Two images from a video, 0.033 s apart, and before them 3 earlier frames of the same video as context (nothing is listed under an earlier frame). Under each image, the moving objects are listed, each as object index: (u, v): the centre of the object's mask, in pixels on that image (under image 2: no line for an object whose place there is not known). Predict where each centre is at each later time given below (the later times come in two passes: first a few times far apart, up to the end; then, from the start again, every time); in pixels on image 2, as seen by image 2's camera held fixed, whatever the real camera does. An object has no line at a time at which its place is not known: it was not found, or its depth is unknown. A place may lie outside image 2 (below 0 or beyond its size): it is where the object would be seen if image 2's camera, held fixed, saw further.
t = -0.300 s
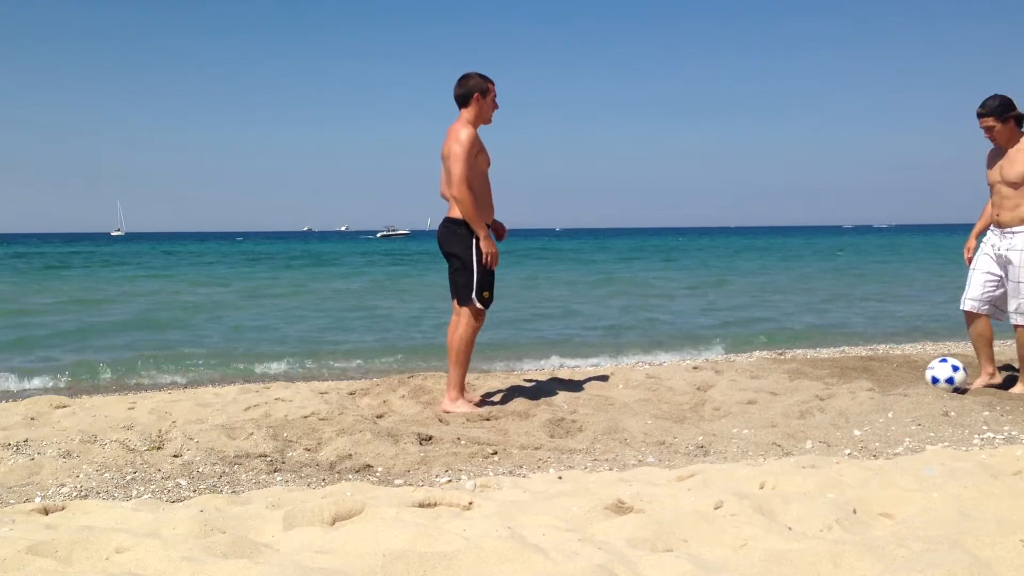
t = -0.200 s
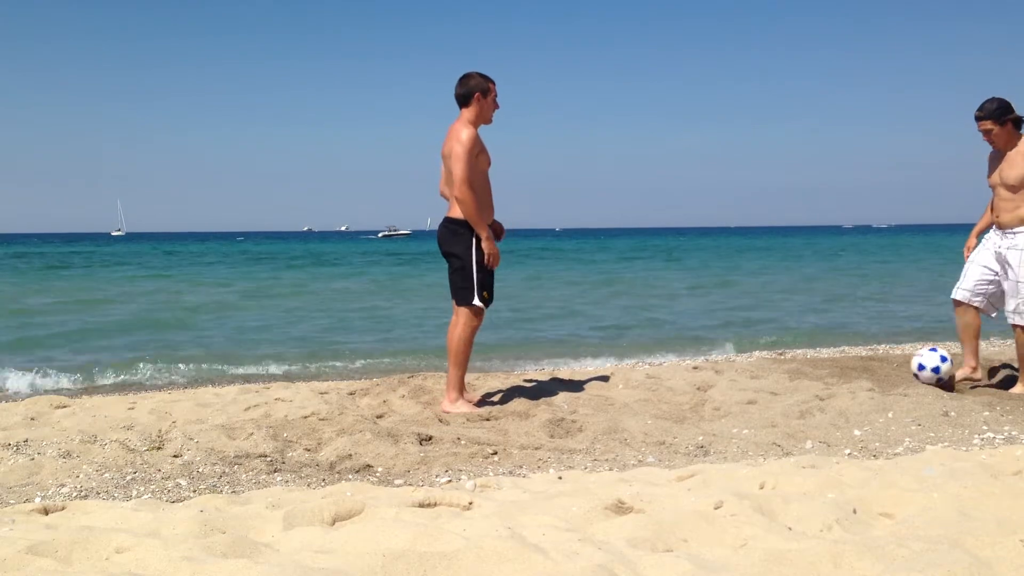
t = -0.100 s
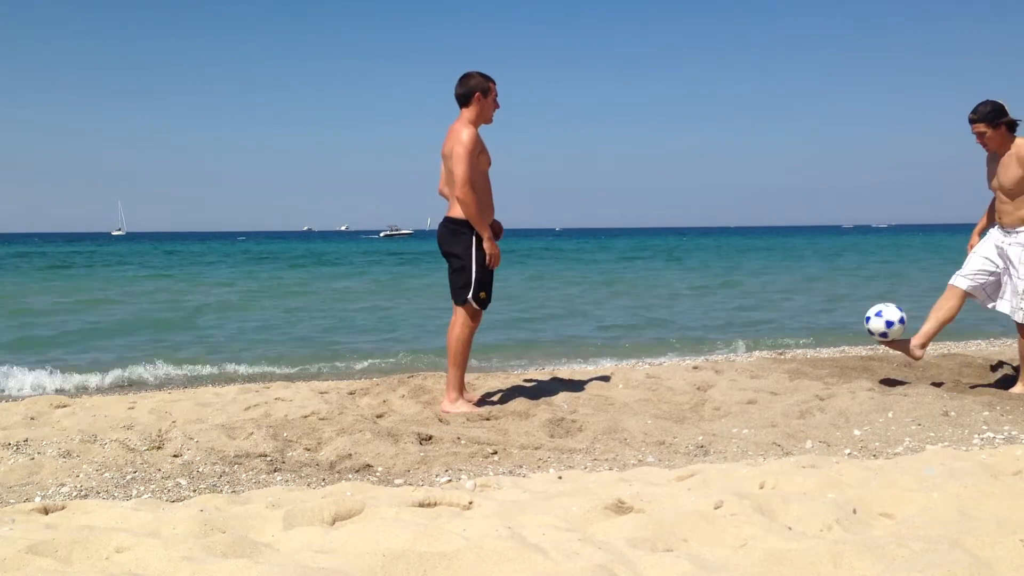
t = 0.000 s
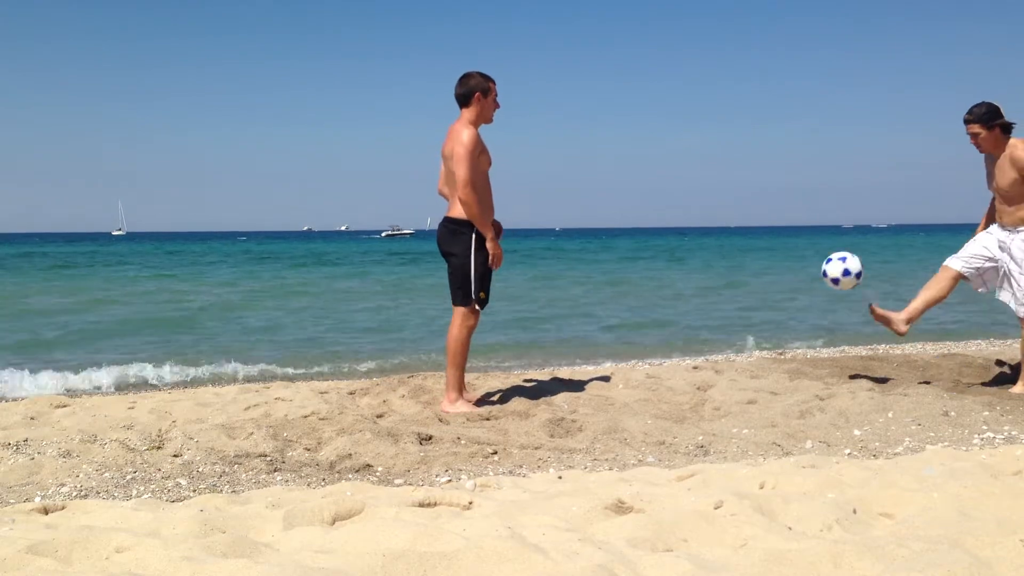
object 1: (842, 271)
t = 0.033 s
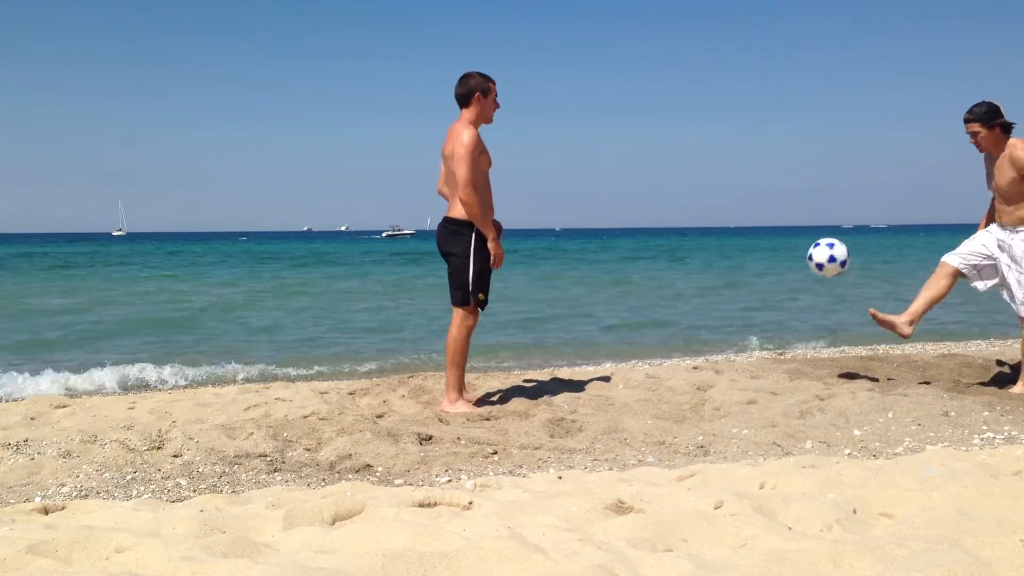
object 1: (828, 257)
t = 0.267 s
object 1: (729, 213)
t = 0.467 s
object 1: (646, 254)
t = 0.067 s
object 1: (814, 245)
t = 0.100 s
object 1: (800, 235)
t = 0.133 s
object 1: (785, 227)
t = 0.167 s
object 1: (771, 221)
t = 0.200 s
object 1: (757, 216)
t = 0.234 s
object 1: (743, 214)
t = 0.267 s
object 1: (729, 213)
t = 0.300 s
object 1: (715, 215)
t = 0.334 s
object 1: (701, 218)
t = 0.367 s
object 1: (687, 224)
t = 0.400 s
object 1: (674, 232)
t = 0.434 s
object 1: (660, 242)
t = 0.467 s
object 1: (646, 254)
